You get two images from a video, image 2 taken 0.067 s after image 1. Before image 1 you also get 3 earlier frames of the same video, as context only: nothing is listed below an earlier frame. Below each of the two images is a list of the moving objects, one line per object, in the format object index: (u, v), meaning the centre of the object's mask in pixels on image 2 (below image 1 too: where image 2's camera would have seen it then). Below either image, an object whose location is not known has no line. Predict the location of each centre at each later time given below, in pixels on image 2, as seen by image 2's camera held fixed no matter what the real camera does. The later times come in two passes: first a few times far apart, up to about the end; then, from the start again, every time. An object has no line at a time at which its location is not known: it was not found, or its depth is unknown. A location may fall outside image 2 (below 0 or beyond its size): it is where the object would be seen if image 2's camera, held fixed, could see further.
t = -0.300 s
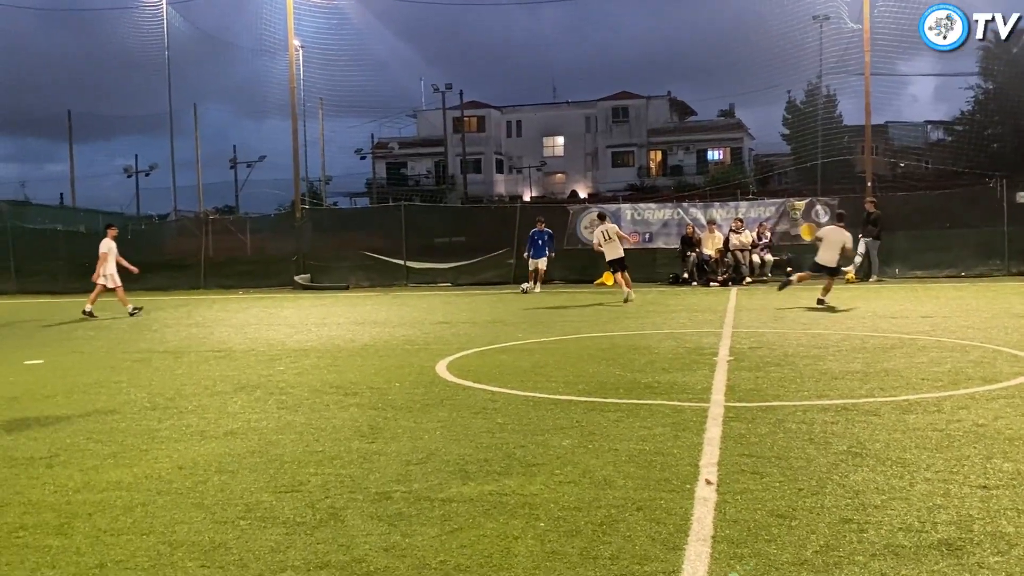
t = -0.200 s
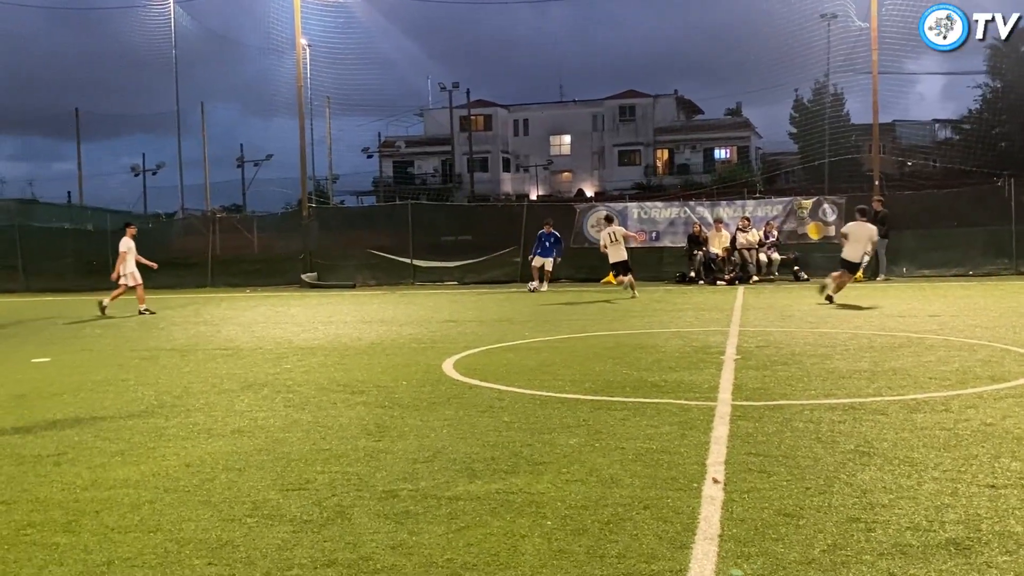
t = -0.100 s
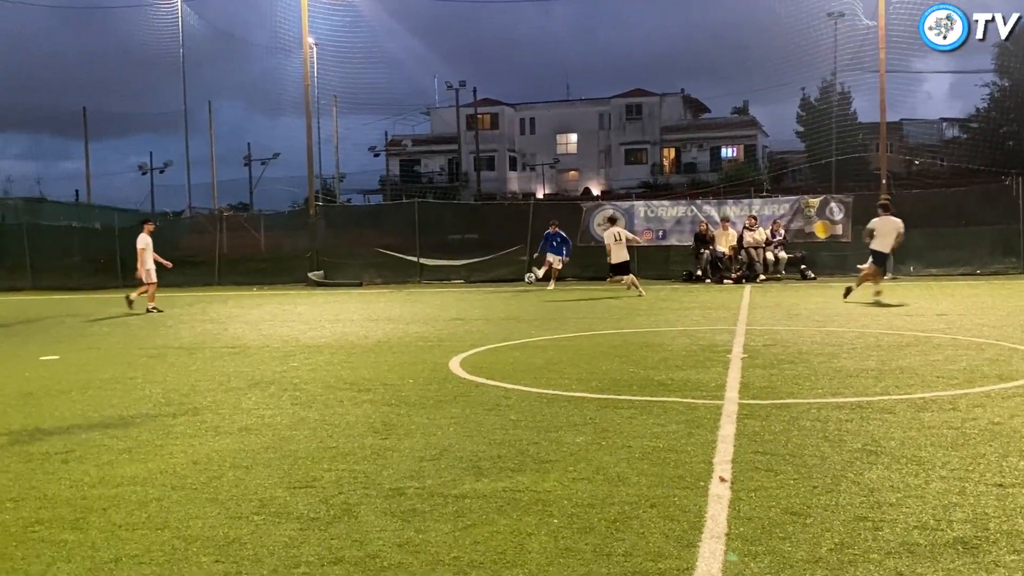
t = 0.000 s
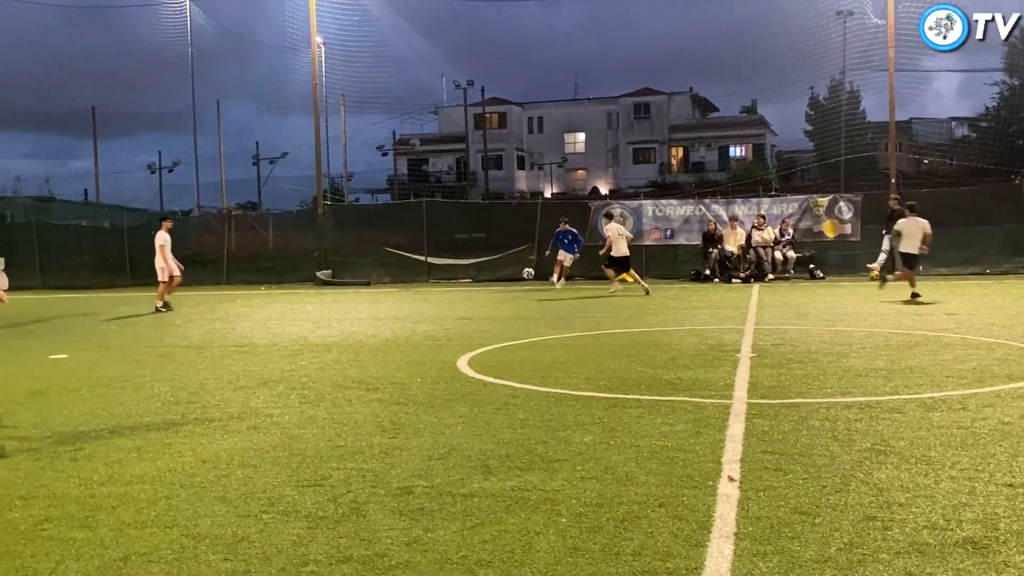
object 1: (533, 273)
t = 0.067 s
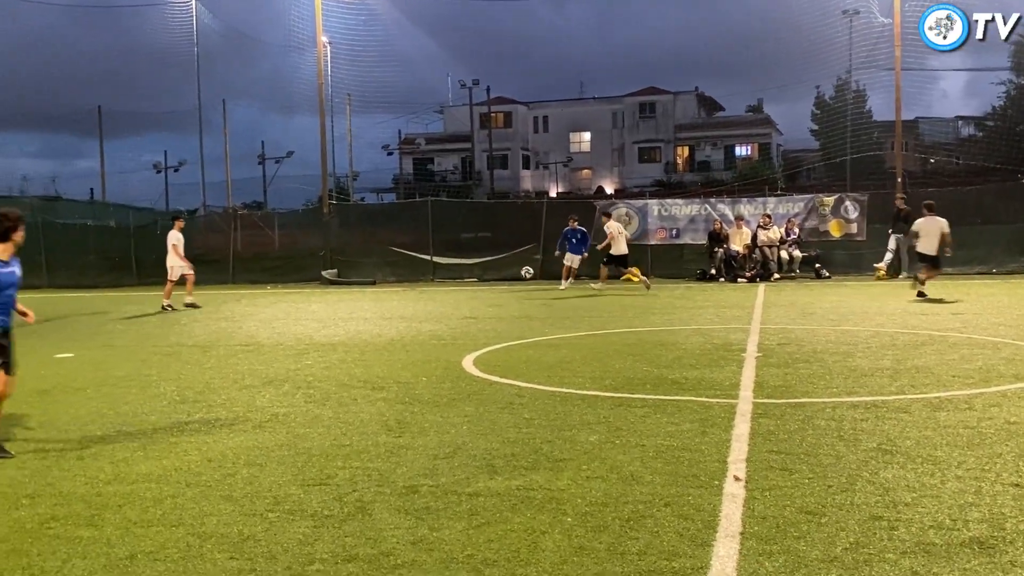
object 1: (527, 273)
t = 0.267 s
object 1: (508, 286)
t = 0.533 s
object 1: (488, 314)
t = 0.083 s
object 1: (525, 273)
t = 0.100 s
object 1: (524, 274)
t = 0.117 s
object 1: (522, 274)
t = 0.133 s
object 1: (521, 274)
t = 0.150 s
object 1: (519, 275)
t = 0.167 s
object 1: (518, 277)
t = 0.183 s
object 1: (516, 277)
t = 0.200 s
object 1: (514, 279)
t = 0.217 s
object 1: (513, 280)
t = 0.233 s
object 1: (512, 282)
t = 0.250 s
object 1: (510, 284)
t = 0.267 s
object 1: (508, 286)
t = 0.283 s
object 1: (507, 289)
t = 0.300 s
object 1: (505, 291)
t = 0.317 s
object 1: (504, 294)
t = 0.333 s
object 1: (502, 297)
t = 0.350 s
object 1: (501, 301)
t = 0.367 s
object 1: (499, 304)
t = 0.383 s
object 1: (498, 308)
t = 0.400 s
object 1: (496, 312)
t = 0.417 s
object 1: (494, 316)
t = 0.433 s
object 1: (493, 321)
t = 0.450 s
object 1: (492, 324)
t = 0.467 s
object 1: (491, 322)
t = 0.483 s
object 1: (490, 320)
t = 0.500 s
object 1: (489, 318)
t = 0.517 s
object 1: (488, 316)
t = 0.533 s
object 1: (488, 314)
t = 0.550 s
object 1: (486, 313)
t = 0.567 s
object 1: (485, 311)
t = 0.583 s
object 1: (485, 310)
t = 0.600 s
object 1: (483, 310)
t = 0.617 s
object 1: (482, 310)
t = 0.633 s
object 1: (481, 310)
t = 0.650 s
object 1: (480, 310)
